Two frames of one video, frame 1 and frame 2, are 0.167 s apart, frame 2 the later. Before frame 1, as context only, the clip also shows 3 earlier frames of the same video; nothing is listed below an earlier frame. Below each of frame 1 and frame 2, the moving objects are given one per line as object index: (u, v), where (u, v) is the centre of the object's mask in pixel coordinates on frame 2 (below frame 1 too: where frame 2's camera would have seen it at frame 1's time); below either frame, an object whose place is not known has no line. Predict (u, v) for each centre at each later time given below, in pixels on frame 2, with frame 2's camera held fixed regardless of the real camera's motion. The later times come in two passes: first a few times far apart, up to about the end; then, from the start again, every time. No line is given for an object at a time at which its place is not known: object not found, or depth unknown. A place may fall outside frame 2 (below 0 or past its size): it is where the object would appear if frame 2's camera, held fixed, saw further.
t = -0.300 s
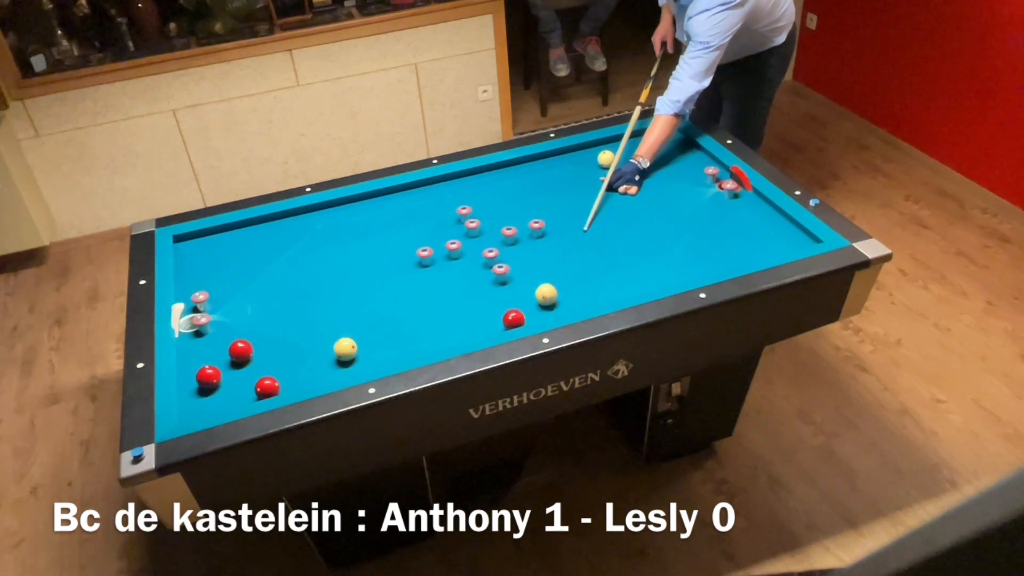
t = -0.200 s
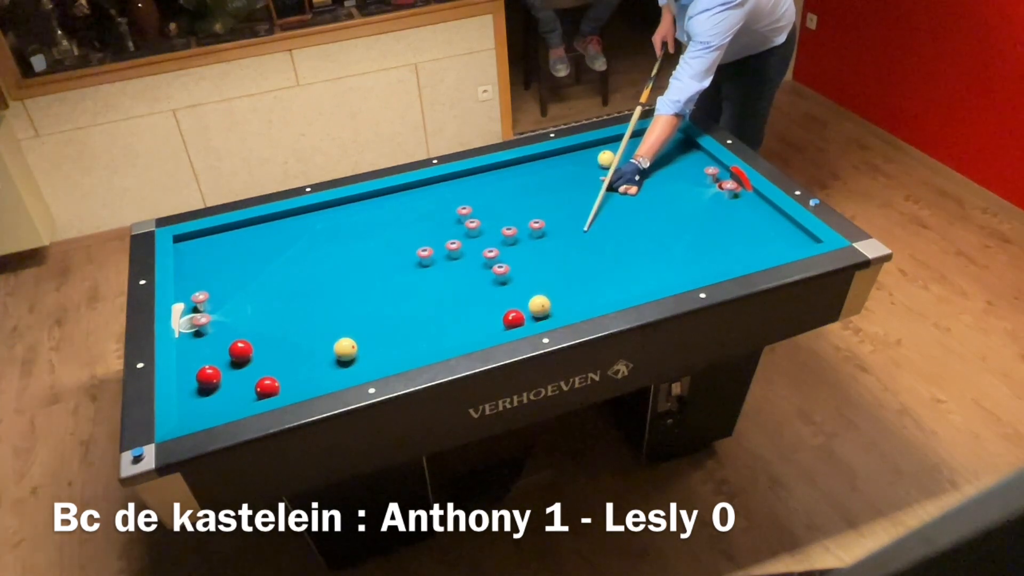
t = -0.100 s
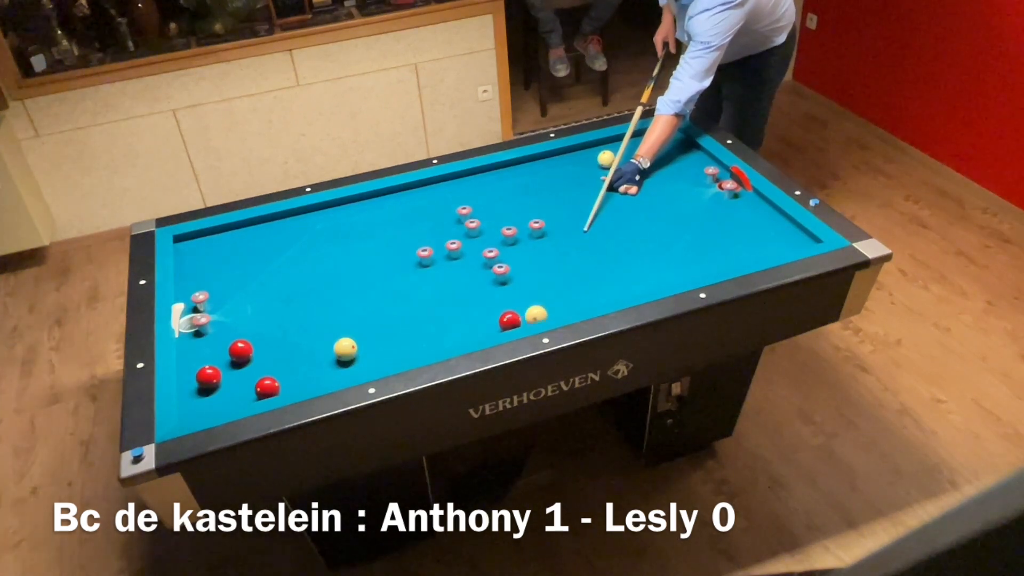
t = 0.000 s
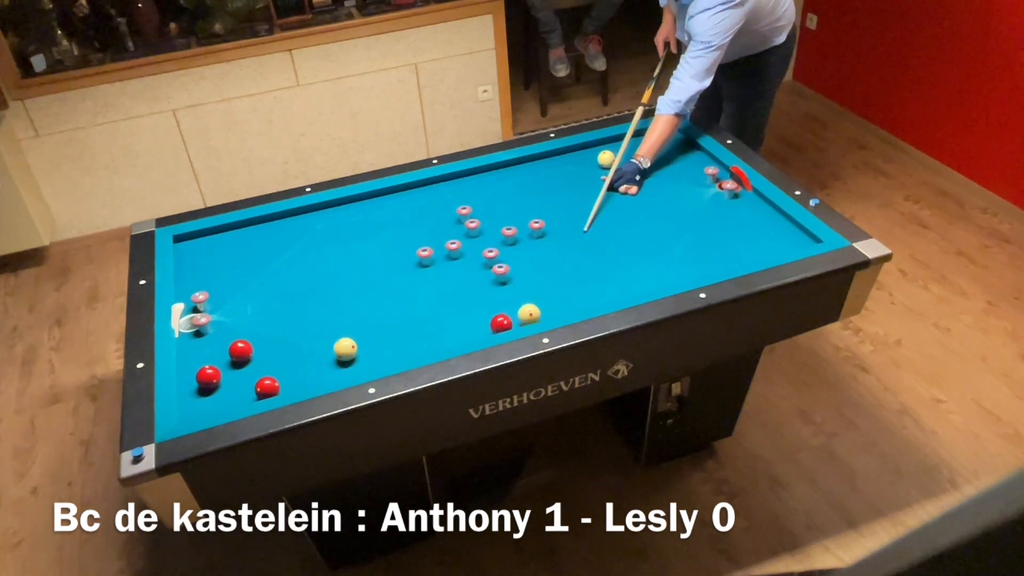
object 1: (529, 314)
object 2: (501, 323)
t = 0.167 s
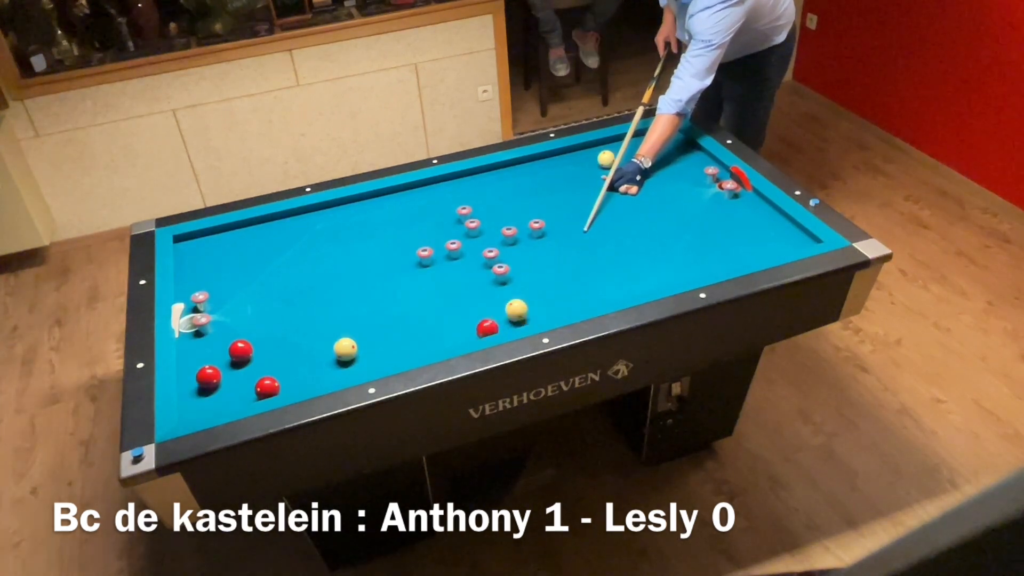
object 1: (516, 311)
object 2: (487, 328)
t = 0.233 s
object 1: (512, 309)
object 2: (482, 330)
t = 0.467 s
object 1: (495, 303)
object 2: (463, 335)
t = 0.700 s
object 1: (480, 297)
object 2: (445, 339)
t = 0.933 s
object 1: (465, 292)
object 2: (428, 343)
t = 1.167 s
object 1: (452, 287)
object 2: (413, 347)
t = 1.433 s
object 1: (438, 282)
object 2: (395, 351)
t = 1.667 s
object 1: (426, 278)
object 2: (381, 355)
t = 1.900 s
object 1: (416, 275)
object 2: (368, 358)
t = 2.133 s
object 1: (406, 271)
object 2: (357, 361)
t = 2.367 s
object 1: (397, 269)
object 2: (348, 364)
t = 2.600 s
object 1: (389, 266)
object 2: (341, 367)
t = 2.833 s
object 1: (382, 264)
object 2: (335, 369)
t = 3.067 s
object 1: (375, 262)
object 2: (329, 372)
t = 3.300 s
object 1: (370, 260)
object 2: (324, 374)
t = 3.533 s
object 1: (365, 258)
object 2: (321, 374)
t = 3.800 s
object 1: (361, 256)
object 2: (320, 375)
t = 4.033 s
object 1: (357, 255)
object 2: (319, 375)
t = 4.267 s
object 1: (355, 254)
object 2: (319, 375)
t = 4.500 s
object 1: (353, 253)
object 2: (319, 375)
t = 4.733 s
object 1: (352, 252)
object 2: (319, 375)
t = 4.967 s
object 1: (351, 252)
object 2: (319, 375)
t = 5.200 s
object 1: (350, 252)
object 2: (319, 375)
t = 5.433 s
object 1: (350, 252)
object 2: (319, 375)
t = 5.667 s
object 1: (351, 252)
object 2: (319, 375)
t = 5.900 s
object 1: (351, 252)
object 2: (319, 375)
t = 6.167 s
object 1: (351, 252)
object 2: (319, 375)
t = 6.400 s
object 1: (351, 252)
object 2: (319, 375)
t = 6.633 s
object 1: (351, 252)
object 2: (319, 375)
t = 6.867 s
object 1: (351, 252)
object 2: (319, 375)
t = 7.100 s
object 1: (351, 252)
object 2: (319, 375)
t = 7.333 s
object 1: (351, 252)
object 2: (319, 375)
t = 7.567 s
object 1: (351, 252)
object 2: (319, 375)
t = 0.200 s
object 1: (514, 310)
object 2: (484, 329)
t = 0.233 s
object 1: (512, 309)
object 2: (482, 330)
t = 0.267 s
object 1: (509, 308)
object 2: (479, 330)
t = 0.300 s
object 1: (507, 307)
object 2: (476, 331)
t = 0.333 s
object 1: (504, 306)
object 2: (473, 332)
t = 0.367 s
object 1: (502, 305)
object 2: (471, 333)
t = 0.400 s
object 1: (499, 305)
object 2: (468, 334)
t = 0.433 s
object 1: (497, 303)
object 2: (465, 334)
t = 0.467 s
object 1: (495, 303)
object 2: (463, 335)
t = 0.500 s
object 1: (493, 302)
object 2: (460, 336)
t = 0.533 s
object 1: (490, 301)
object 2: (458, 336)
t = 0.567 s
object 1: (488, 300)
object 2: (455, 337)
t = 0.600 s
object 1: (486, 300)
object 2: (453, 337)
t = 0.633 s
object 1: (484, 299)
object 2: (450, 338)
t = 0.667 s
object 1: (482, 298)
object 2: (447, 339)
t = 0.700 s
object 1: (480, 297)
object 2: (445, 339)
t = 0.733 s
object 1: (478, 296)
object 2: (443, 340)
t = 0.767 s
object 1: (475, 295)
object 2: (440, 340)
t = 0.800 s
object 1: (473, 295)
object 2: (438, 341)
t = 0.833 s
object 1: (471, 294)
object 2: (436, 342)
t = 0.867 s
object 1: (469, 293)
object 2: (433, 342)
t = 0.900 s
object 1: (467, 292)
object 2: (431, 343)
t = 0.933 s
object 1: (465, 292)
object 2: (428, 343)
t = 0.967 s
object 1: (463, 291)
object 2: (426, 344)
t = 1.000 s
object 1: (461, 291)
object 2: (424, 344)
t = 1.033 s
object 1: (459, 290)
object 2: (422, 345)
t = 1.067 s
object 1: (457, 289)
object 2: (419, 345)
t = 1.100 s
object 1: (456, 288)
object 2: (417, 346)
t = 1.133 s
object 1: (454, 288)
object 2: (415, 346)
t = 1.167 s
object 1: (452, 287)
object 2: (413, 347)
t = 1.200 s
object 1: (450, 286)
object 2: (410, 348)
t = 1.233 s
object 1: (448, 286)
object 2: (408, 348)
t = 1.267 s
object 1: (446, 285)
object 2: (406, 349)
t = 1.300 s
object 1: (445, 285)
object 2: (404, 349)
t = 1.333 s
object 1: (443, 284)
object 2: (402, 350)
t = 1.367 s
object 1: (441, 284)
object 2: (400, 350)
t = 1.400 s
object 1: (440, 283)
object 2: (398, 351)
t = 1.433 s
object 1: (438, 282)
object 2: (395, 351)
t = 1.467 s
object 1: (436, 282)
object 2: (393, 352)
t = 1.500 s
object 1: (434, 281)
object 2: (391, 352)
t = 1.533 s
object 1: (433, 280)
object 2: (389, 353)
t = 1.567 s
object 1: (431, 280)
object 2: (387, 353)
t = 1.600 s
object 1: (429, 279)
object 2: (385, 354)
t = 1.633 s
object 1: (428, 279)
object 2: (383, 354)
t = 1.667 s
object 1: (426, 278)
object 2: (381, 355)
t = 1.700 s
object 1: (425, 278)
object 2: (379, 355)
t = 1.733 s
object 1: (423, 277)
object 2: (377, 356)
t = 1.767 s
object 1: (422, 277)
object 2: (376, 356)
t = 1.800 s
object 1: (420, 276)
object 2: (374, 357)
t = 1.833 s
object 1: (419, 276)
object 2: (372, 357)
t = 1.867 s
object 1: (417, 275)
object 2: (370, 358)
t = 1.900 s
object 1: (416, 275)
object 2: (368, 358)
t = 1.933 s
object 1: (414, 275)
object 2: (367, 359)
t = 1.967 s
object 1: (413, 274)
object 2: (365, 359)
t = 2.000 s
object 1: (411, 274)
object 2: (363, 359)
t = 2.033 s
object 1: (410, 273)
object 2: (361, 360)
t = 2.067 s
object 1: (409, 273)
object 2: (360, 360)
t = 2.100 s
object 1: (407, 272)
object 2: (358, 361)
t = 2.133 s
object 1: (406, 271)
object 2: (357, 361)
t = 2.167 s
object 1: (405, 271)
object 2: (356, 362)
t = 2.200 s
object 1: (403, 271)
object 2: (354, 362)
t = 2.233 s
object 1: (402, 271)
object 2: (353, 363)
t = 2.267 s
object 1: (401, 270)
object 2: (352, 363)
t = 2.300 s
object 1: (400, 270)
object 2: (351, 363)
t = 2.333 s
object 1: (398, 269)
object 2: (349, 364)
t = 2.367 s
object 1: (397, 269)
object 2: (348, 364)
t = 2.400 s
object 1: (396, 268)
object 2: (347, 365)
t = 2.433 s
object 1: (395, 268)
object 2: (346, 365)
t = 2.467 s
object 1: (394, 268)
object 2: (345, 365)
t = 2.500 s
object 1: (392, 268)
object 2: (344, 366)
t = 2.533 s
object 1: (391, 267)
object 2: (343, 366)
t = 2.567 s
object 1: (390, 267)
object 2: (342, 366)
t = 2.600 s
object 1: (389, 266)
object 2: (341, 367)
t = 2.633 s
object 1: (388, 266)
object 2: (340, 368)
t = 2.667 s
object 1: (387, 265)
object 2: (339, 368)
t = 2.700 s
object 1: (386, 265)
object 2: (338, 368)
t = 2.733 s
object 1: (385, 265)
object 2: (338, 368)
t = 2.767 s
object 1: (384, 264)
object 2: (337, 369)
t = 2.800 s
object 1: (383, 264)
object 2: (336, 369)
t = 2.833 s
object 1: (382, 264)
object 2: (335, 369)
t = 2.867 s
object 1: (381, 264)
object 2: (334, 370)
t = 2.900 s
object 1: (380, 263)
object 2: (333, 370)
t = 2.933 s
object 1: (379, 263)
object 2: (332, 371)
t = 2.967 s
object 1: (378, 263)
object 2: (331, 371)
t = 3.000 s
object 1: (377, 262)
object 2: (331, 372)
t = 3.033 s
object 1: (376, 262)
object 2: (330, 372)
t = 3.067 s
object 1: (375, 262)
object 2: (329, 372)
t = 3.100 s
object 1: (375, 261)
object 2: (328, 372)
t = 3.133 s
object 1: (374, 261)
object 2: (328, 373)
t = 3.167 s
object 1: (373, 261)
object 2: (327, 373)
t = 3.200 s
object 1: (372, 260)
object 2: (326, 373)
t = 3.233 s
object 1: (372, 260)
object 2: (326, 374)
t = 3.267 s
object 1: (371, 260)
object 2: (325, 374)
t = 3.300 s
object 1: (370, 260)
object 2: (324, 374)
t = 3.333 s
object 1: (369, 259)
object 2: (324, 374)
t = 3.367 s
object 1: (369, 259)
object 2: (324, 374)
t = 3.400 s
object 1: (368, 259)
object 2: (323, 374)
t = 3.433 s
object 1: (367, 259)
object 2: (323, 374)
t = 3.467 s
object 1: (367, 258)
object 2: (322, 374)
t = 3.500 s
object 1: (366, 258)
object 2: (322, 374)
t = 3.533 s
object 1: (365, 258)
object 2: (321, 374)
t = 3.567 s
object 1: (365, 258)
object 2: (321, 374)
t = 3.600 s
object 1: (364, 257)
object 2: (321, 374)
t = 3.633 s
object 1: (363, 257)
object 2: (321, 374)
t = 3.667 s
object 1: (363, 257)
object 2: (321, 374)
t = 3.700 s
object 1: (362, 257)
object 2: (320, 374)
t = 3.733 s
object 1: (362, 256)
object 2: (320, 375)
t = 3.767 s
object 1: (361, 256)
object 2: (320, 375)
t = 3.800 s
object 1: (361, 256)
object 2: (320, 375)
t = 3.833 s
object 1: (360, 256)
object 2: (319, 375)
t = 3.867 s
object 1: (360, 256)
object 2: (319, 375)
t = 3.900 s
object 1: (359, 255)
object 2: (319, 375)
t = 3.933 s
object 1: (359, 255)
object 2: (319, 375)
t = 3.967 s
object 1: (358, 255)
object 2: (319, 375)
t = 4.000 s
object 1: (358, 255)
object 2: (319, 375)
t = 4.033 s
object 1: (357, 255)
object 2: (319, 375)
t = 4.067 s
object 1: (357, 255)
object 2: (319, 375)
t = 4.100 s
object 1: (357, 254)
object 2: (319, 375)
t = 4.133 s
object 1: (356, 254)
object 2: (319, 375)
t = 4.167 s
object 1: (356, 254)
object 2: (319, 375)
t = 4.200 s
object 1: (356, 254)
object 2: (319, 375)
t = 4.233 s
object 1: (355, 254)
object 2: (319, 375)
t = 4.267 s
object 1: (355, 254)
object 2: (319, 375)
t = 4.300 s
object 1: (355, 253)
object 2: (319, 375)
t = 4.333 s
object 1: (354, 253)
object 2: (319, 375)
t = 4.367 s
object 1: (354, 253)
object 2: (319, 375)
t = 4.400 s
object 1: (354, 253)
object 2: (319, 375)
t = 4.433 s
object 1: (354, 253)
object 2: (319, 375)
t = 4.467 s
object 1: (353, 253)
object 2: (319, 375)
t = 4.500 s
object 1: (353, 253)
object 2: (319, 375)
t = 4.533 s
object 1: (353, 252)
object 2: (319, 375)
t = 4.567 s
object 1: (353, 252)
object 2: (319, 375)
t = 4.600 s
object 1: (352, 252)
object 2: (319, 375)
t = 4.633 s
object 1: (352, 252)
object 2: (319, 375)
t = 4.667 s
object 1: (352, 252)
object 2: (319, 375)
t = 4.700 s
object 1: (352, 252)
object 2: (319, 375)
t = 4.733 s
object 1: (352, 252)
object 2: (319, 375)
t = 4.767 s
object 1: (352, 252)
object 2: (319, 375)
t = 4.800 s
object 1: (351, 252)
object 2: (319, 375)
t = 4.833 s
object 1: (351, 252)
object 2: (319, 375)
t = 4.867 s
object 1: (351, 252)
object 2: (319, 375)
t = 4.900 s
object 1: (351, 252)
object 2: (319, 375)
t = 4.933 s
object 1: (351, 252)
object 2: (319, 375)
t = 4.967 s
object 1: (351, 252)
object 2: (319, 375)
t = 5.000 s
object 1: (351, 252)
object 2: (319, 375)
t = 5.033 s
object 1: (351, 252)
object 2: (319, 375)
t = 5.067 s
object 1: (351, 252)
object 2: (319, 375)
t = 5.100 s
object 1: (350, 252)
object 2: (319, 375)
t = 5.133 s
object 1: (351, 252)
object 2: (319, 375)
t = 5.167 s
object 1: (350, 252)
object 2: (319, 375)
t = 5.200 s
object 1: (350, 252)
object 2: (319, 375)
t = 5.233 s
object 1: (350, 252)
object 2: (319, 375)
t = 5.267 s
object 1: (350, 252)
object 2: (319, 375)
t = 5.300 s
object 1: (350, 252)
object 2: (319, 375)
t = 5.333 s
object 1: (350, 252)
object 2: (319, 375)
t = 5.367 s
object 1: (350, 252)
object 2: (319, 375)
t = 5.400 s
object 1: (351, 252)
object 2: (319, 375)
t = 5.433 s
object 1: (350, 252)
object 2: (319, 375)
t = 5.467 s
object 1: (351, 252)
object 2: (319, 375)
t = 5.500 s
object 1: (351, 252)
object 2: (319, 375)
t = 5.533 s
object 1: (350, 252)
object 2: (319, 375)
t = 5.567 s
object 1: (351, 252)
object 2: (319, 375)
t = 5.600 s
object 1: (351, 252)
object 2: (319, 375)
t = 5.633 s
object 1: (351, 252)
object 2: (319, 375)
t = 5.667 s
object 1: (351, 252)
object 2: (319, 375)
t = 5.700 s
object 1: (351, 252)
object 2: (319, 375)
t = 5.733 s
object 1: (351, 252)
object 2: (319, 375)
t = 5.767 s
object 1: (351, 252)
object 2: (319, 375)
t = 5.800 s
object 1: (350, 252)
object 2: (319, 375)
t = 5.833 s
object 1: (351, 252)
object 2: (319, 375)
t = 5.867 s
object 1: (351, 252)
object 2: (319, 375)
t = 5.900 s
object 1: (351, 252)
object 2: (319, 375)
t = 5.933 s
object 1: (350, 252)
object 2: (319, 375)
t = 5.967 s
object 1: (351, 252)
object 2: (319, 375)
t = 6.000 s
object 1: (350, 252)
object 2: (319, 375)
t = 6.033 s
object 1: (351, 252)
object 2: (319, 375)
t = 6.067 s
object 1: (351, 252)
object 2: (319, 375)
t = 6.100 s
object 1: (351, 252)
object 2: (319, 375)
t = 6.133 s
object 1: (350, 252)
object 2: (319, 375)
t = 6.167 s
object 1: (351, 252)
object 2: (319, 375)
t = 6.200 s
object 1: (351, 252)
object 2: (319, 375)
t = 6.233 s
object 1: (351, 252)
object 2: (319, 375)
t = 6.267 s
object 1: (351, 252)
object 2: (319, 375)
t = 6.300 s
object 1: (351, 252)
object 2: (319, 375)
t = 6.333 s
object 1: (351, 252)
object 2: (319, 375)
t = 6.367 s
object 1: (351, 252)
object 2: (319, 375)
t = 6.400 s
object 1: (351, 252)
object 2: (319, 375)
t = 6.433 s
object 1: (351, 252)
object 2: (319, 375)
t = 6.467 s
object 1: (351, 252)
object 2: (319, 375)
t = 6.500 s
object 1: (351, 252)
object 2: (319, 375)
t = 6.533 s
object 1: (351, 252)
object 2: (319, 375)
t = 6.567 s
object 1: (351, 252)
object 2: (319, 375)
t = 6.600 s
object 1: (351, 252)
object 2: (319, 375)
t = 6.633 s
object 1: (351, 252)
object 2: (319, 375)
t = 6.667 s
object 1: (351, 252)
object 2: (319, 375)
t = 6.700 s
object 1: (351, 252)
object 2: (319, 375)
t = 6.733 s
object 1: (351, 252)
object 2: (319, 375)
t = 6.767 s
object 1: (351, 252)
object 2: (319, 375)
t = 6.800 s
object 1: (351, 252)
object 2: (319, 375)
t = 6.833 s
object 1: (351, 252)
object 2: (319, 375)
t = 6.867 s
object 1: (351, 252)
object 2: (319, 375)
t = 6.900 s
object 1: (351, 252)
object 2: (319, 375)
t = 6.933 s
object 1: (351, 252)
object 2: (319, 375)
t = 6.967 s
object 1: (351, 252)
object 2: (319, 375)
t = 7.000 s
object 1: (351, 252)
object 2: (319, 375)
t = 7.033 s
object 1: (351, 252)
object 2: (319, 375)
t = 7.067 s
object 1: (351, 252)
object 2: (319, 375)
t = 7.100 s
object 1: (351, 252)
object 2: (319, 375)
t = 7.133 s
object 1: (351, 252)
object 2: (319, 375)
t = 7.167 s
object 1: (351, 252)
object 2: (319, 375)
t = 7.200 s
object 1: (351, 252)
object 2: (319, 375)
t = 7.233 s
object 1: (351, 252)
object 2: (319, 375)
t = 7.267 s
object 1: (351, 252)
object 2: (319, 375)
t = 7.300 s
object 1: (351, 252)
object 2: (319, 375)
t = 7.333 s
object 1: (351, 252)
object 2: (319, 375)
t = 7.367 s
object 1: (351, 252)
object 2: (319, 375)
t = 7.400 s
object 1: (351, 252)
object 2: (319, 375)
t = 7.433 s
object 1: (351, 252)
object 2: (319, 375)
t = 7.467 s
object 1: (351, 252)
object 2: (319, 375)
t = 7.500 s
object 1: (351, 252)
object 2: (319, 375)
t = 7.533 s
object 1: (351, 252)
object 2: (319, 375)
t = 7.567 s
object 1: (351, 252)
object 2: (319, 375)
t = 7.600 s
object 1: (351, 252)
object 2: (319, 375)
